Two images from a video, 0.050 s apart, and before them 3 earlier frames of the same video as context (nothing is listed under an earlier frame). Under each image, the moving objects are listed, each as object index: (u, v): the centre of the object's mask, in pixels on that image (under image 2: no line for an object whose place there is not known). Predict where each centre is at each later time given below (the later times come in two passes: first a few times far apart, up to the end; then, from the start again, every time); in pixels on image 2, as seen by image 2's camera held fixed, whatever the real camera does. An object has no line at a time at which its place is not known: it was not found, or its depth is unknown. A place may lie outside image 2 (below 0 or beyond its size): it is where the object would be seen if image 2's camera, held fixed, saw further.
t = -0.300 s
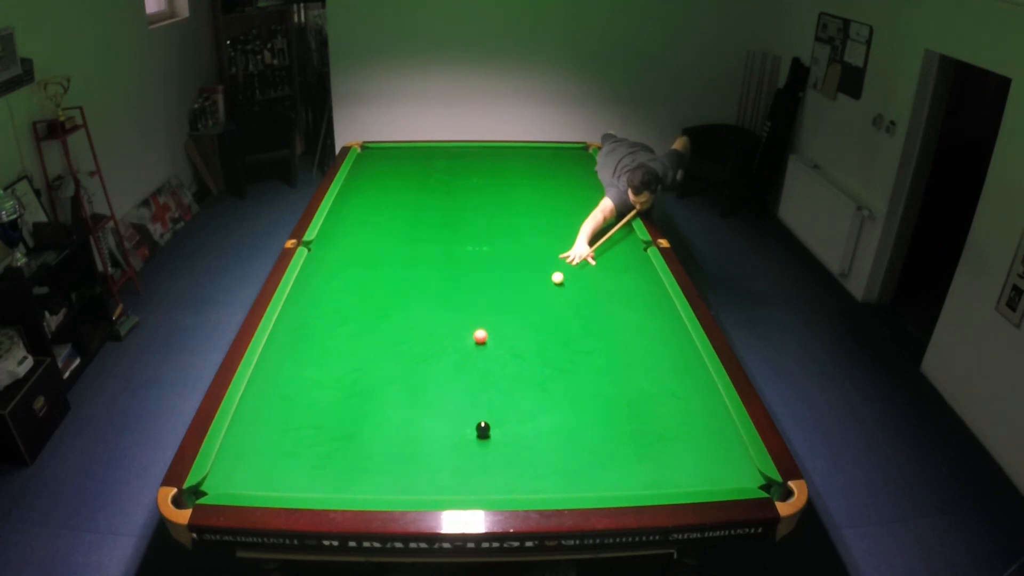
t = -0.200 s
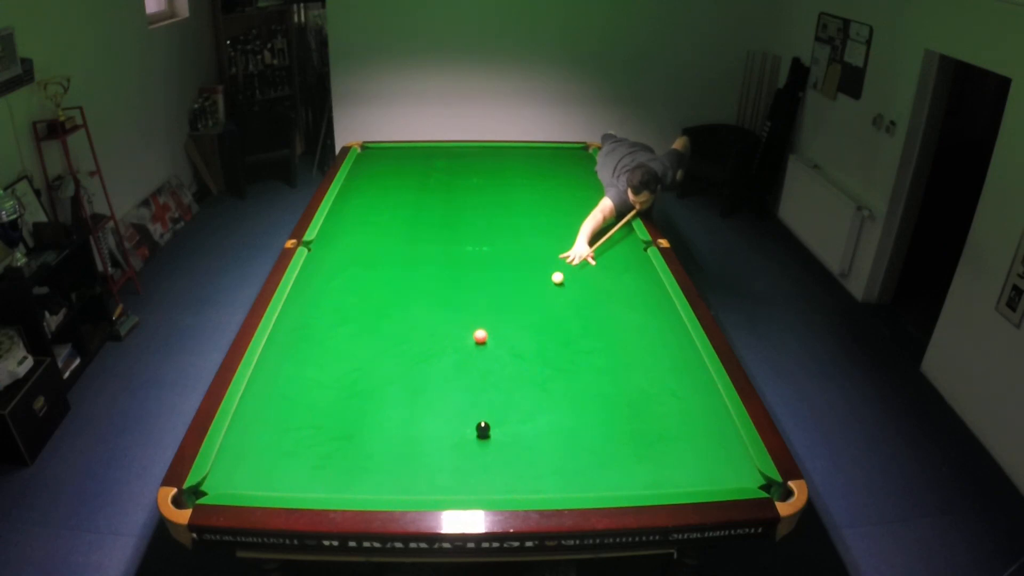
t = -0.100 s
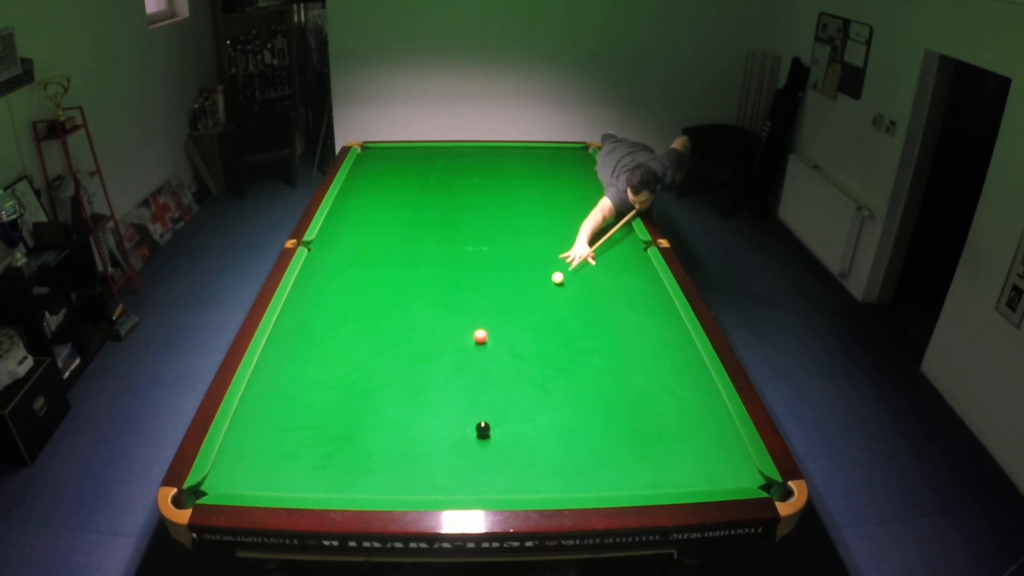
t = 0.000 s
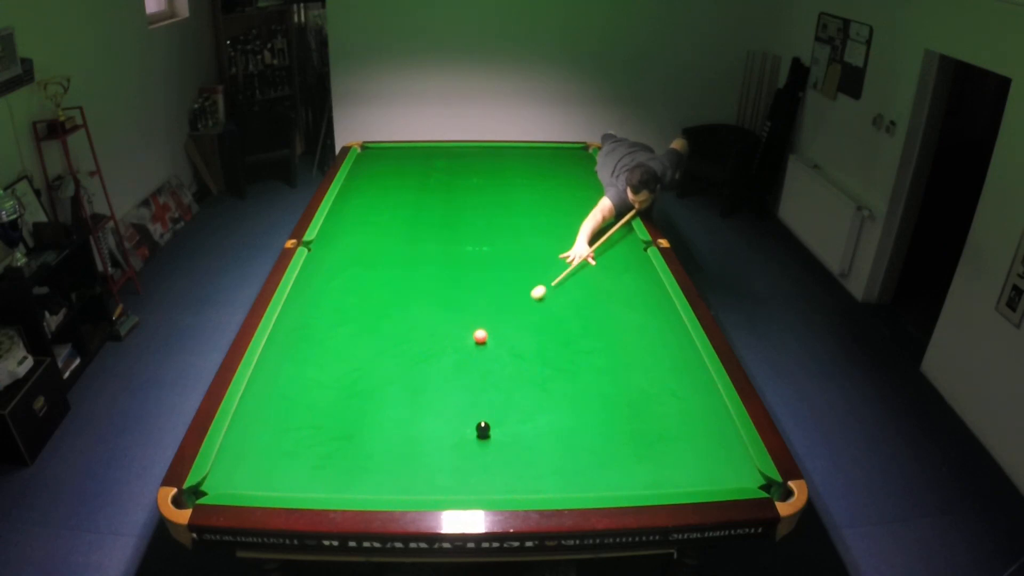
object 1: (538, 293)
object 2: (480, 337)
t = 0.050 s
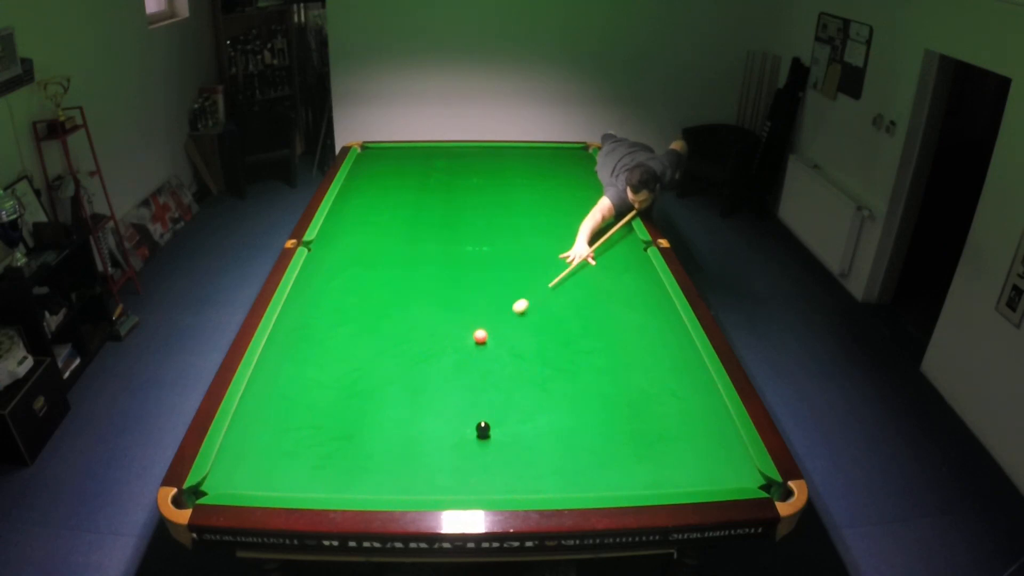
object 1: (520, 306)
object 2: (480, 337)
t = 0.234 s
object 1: (492, 335)
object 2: (435, 363)
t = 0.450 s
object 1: (497, 342)
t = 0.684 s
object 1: (503, 350)
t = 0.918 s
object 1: (509, 357)
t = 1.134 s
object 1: (514, 364)
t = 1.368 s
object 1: (519, 371)
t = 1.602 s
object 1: (524, 376)
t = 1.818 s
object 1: (528, 381)
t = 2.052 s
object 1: (532, 385)
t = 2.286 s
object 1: (535, 389)
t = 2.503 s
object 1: (538, 392)
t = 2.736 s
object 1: (540, 394)
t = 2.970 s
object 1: (541, 395)
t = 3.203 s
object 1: (542, 396)
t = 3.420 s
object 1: (542, 396)
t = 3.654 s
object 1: (542, 396)
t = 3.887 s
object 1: (542, 396)
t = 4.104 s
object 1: (542, 396)
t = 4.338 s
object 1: (542, 396)
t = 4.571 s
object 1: (542, 396)
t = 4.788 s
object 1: (542, 396)
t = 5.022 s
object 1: (542, 396)
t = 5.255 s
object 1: (542, 396)
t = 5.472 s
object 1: (542, 396)
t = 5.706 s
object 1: (542, 396)
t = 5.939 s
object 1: (542, 396)
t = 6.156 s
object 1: (542, 396)
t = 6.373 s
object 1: (542, 396)
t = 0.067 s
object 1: (514, 311)
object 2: (480, 337)
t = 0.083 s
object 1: (508, 315)
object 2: (480, 336)
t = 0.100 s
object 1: (502, 320)
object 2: (480, 336)
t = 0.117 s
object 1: (495, 325)
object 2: (480, 337)
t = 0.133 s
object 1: (490, 330)
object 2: (479, 337)
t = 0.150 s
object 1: (489, 331)
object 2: (473, 340)
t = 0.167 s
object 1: (490, 332)
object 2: (465, 345)
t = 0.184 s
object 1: (490, 333)
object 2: (458, 349)
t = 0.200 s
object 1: (491, 333)
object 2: (450, 354)
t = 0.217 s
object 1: (491, 334)
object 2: (443, 358)
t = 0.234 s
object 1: (492, 335)
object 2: (435, 363)
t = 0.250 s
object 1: (492, 335)
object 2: (428, 367)
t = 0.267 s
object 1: (493, 336)
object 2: (420, 372)
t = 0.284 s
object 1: (493, 336)
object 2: (412, 376)
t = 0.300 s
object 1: (494, 337)
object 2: (405, 380)
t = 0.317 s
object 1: (494, 337)
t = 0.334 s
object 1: (494, 338)
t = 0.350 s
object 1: (495, 339)
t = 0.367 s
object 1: (495, 339)
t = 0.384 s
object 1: (495, 340)
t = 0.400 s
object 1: (496, 341)
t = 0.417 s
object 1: (496, 341)
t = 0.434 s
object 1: (497, 342)
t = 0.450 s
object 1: (497, 342)
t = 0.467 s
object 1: (498, 343)
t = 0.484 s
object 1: (498, 344)
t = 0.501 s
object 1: (499, 344)
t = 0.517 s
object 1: (499, 345)
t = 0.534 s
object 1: (499, 345)
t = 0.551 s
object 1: (500, 346)
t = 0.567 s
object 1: (500, 346)
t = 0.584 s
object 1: (501, 347)
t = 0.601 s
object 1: (501, 348)
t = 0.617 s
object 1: (502, 348)
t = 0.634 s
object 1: (502, 349)
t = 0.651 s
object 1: (502, 349)
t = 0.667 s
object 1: (503, 350)
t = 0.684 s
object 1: (503, 350)
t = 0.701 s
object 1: (504, 351)
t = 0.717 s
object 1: (504, 351)
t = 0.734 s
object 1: (504, 352)
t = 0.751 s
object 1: (505, 353)
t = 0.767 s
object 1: (505, 353)
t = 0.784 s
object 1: (505, 353)
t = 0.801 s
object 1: (506, 354)
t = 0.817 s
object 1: (506, 355)
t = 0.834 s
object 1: (507, 355)
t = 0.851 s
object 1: (507, 356)
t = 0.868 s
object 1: (508, 356)
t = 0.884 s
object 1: (508, 357)
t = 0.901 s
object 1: (508, 357)
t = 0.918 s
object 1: (509, 357)
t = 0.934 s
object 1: (509, 358)
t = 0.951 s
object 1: (510, 359)
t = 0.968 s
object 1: (510, 359)
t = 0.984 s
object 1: (510, 360)
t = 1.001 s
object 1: (511, 360)
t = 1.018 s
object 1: (511, 361)
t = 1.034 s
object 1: (512, 361)
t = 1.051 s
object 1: (512, 362)
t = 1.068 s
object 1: (512, 362)
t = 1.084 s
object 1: (513, 363)
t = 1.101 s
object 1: (513, 363)
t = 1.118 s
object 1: (514, 364)
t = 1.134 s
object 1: (514, 364)
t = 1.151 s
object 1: (514, 365)
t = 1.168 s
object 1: (515, 365)
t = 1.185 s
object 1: (515, 366)
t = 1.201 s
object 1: (515, 366)
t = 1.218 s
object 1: (516, 366)
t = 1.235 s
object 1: (516, 367)
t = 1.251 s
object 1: (516, 367)
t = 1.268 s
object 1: (517, 368)
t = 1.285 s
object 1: (517, 368)
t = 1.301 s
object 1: (517, 369)
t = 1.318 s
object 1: (518, 369)
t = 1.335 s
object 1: (518, 370)
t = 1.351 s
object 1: (519, 370)
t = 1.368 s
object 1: (519, 371)
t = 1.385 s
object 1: (519, 371)
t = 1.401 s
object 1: (520, 371)
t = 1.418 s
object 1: (520, 372)
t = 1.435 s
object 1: (520, 372)
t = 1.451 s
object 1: (521, 372)
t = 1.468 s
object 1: (521, 373)
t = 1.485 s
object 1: (521, 373)
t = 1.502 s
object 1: (522, 374)
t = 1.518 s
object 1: (522, 374)
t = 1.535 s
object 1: (522, 375)
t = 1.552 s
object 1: (523, 375)
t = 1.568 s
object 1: (523, 375)
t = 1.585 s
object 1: (523, 376)
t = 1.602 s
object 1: (524, 376)
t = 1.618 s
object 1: (524, 377)
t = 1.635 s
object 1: (524, 377)
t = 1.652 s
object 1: (525, 377)
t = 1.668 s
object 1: (525, 378)
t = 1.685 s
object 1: (525, 378)
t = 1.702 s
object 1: (526, 378)
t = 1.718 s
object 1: (526, 379)
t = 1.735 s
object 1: (526, 379)
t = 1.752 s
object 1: (527, 379)
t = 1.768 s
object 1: (527, 380)
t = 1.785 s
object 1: (527, 380)
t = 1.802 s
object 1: (528, 380)
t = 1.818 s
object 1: (528, 381)
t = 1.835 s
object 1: (528, 381)
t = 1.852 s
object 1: (528, 381)
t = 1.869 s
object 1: (529, 382)
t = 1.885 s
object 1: (529, 382)
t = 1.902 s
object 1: (529, 382)
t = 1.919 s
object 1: (530, 383)
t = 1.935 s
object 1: (530, 383)
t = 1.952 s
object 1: (530, 383)
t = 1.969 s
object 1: (531, 384)
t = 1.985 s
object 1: (531, 384)
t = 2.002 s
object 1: (531, 384)
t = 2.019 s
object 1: (531, 385)
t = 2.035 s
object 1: (532, 385)
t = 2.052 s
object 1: (532, 385)
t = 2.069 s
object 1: (532, 386)
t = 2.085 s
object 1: (532, 386)
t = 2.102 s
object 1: (533, 386)
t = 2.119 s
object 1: (533, 386)
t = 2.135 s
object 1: (533, 386)
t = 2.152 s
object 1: (534, 387)
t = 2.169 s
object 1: (534, 387)
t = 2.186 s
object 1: (534, 387)
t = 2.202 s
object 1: (534, 388)
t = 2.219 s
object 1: (534, 388)
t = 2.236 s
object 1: (535, 388)
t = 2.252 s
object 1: (535, 388)
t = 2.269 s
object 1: (535, 389)
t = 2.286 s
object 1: (535, 389)
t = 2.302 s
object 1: (536, 389)
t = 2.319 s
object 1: (536, 389)
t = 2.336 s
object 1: (536, 390)
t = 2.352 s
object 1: (536, 390)
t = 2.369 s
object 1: (536, 390)
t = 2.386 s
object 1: (536, 390)
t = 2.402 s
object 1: (537, 391)
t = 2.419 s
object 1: (537, 391)
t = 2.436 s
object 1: (537, 391)
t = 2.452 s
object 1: (537, 391)
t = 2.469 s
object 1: (537, 391)
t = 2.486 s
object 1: (537, 391)
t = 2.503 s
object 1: (538, 392)
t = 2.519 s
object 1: (538, 392)
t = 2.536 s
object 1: (538, 392)
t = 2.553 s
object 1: (538, 392)
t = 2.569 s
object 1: (538, 392)
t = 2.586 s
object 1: (538, 392)
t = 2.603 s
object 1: (539, 393)
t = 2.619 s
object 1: (539, 393)
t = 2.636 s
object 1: (539, 393)
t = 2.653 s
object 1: (539, 393)
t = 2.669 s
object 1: (539, 393)
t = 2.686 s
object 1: (539, 393)
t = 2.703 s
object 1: (539, 394)
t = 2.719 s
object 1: (540, 394)
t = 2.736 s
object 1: (540, 394)
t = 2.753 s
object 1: (540, 394)
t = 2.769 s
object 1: (540, 394)
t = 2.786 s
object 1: (540, 394)
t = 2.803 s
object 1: (540, 394)
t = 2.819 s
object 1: (540, 395)
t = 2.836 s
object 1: (540, 395)
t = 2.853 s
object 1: (540, 395)
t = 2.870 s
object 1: (540, 395)
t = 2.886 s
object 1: (540, 395)
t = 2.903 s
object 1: (540, 395)
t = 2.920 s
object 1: (540, 395)
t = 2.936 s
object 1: (541, 395)
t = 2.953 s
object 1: (541, 395)
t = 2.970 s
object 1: (541, 395)
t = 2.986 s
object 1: (541, 395)
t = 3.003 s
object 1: (541, 396)
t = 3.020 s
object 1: (541, 395)
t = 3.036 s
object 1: (541, 396)
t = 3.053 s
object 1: (541, 396)
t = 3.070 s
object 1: (541, 396)
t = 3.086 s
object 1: (541, 396)
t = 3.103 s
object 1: (542, 396)
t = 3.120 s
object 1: (542, 396)
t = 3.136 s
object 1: (541, 396)
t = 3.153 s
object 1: (542, 396)
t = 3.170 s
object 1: (542, 396)
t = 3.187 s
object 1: (542, 396)
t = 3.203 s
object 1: (542, 396)
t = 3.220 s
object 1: (542, 396)
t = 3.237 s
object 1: (542, 396)
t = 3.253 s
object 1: (542, 396)
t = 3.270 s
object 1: (542, 396)
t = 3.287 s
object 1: (542, 396)
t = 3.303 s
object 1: (542, 396)
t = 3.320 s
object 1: (542, 396)
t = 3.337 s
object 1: (542, 396)
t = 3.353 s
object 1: (542, 396)
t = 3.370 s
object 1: (542, 396)
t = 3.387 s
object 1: (542, 396)
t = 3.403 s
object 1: (542, 396)
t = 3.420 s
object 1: (542, 396)
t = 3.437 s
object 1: (542, 396)
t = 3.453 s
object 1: (542, 396)
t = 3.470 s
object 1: (542, 396)
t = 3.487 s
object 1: (542, 396)
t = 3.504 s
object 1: (542, 396)
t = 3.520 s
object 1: (542, 396)
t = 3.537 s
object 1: (542, 396)
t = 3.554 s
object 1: (542, 396)
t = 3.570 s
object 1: (542, 396)
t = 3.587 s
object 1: (542, 396)
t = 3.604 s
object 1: (542, 396)
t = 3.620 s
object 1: (542, 396)
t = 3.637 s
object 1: (542, 396)
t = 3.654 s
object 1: (542, 396)
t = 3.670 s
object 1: (542, 396)
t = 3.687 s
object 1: (542, 396)
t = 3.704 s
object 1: (542, 396)
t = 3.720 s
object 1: (542, 396)
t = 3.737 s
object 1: (542, 396)
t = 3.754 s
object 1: (542, 396)
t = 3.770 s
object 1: (542, 396)
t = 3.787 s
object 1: (542, 396)
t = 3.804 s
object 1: (542, 396)
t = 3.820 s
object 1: (542, 396)
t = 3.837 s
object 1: (542, 396)
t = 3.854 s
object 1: (542, 396)
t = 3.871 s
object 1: (542, 396)
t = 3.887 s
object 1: (542, 396)
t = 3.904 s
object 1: (542, 396)
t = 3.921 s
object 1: (542, 396)
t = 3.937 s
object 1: (542, 396)
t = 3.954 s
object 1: (542, 396)
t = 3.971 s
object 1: (542, 396)
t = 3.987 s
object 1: (542, 396)
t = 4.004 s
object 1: (542, 396)
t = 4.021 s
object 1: (542, 396)
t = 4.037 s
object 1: (542, 396)
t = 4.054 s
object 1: (542, 396)
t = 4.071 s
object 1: (542, 396)
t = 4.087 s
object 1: (542, 396)
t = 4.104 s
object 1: (542, 396)
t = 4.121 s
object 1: (542, 396)
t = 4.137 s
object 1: (542, 396)
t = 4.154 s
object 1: (542, 396)
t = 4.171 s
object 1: (542, 396)
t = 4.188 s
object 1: (542, 396)
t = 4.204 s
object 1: (542, 396)
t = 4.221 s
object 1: (542, 396)
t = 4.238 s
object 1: (542, 396)
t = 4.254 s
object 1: (542, 396)
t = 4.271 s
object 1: (542, 396)
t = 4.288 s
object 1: (542, 396)
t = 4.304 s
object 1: (542, 396)
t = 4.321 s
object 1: (542, 396)
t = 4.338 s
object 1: (542, 396)
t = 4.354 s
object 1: (542, 396)
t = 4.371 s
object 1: (542, 396)
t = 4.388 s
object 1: (542, 396)
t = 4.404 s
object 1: (542, 396)
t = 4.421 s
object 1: (542, 396)
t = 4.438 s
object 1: (542, 396)
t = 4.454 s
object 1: (542, 396)
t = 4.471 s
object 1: (542, 396)
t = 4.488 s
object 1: (542, 396)
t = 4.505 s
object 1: (542, 396)
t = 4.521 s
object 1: (542, 396)
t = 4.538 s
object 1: (542, 396)
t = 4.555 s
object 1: (542, 396)
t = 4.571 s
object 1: (542, 396)
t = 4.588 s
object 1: (542, 396)
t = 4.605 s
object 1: (542, 396)
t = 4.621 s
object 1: (542, 396)
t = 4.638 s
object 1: (542, 396)
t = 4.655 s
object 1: (542, 396)
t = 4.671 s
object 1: (542, 396)
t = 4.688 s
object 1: (542, 396)
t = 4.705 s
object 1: (542, 396)
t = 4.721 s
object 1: (542, 396)
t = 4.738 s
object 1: (542, 396)
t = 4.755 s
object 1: (542, 396)
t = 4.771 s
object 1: (542, 396)
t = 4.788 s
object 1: (542, 396)
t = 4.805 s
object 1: (542, 396)
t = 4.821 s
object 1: (542, 396)
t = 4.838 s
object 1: (542, 396)
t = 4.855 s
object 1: (542, 396)
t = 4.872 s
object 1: (542, 396)
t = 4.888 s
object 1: (542, 396)
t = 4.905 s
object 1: (542, 396)
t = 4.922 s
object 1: (542, 396)
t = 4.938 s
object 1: (542, 396)
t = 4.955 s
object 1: (542, 396)
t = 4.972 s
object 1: (542, 396)
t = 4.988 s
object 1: (542, 396)
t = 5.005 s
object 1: (542, 396)
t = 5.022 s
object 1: (542, 396)
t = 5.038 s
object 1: (542, 396)
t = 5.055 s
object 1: (542, 396)
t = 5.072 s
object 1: (542, 396)
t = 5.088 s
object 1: (542, 396)
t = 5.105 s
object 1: (542, 396)
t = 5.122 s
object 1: (542, 396)
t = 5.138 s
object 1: (542, 396)
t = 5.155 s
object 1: (542, 396)
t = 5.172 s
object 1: (542, 396)
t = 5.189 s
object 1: (542, 396)
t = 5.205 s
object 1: (542, 396)
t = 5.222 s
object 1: (542, 396)
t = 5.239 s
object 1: (542, 396)
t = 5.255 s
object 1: (542, 396)
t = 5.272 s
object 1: (542, 396)
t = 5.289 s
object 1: (542, 396)
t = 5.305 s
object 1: (542, 396)
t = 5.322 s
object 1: (542, 396)
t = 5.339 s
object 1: (542, 396)
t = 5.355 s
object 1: (542, 396)
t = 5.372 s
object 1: (542, 396)
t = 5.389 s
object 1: (542, 396)
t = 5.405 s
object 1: (542, 396)
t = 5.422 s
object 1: (542, 396)
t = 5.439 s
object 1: (542, 396)
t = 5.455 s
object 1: (542, 396)
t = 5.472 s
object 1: (542, 396)
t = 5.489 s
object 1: (542, 396)
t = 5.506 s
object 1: (542, 396)
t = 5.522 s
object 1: (542, 396)
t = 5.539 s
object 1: (542, 396)
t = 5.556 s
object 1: (542, 396)
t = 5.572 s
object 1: (542, 396)
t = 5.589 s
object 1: (542, 396)
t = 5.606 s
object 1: (542, 396)
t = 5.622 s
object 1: (542, 396)
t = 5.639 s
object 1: (542, 396)
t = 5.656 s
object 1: (542, 396)
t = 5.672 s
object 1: (542, 396)
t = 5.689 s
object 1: (542, 396)
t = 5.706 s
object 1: (542, 396)
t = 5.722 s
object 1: (542, 396)
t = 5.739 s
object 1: (542, 396)
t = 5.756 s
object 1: (542, 396)
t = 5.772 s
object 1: (542, 396)
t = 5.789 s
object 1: (542, 396)
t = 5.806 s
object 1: (542, 396)
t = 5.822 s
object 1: (542, 396)
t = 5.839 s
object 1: (542, 396)
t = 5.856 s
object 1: (542, 396)
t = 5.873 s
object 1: (542, 396)
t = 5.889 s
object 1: (542, 396)
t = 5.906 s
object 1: (542, 396)
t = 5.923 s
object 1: (542, 396)
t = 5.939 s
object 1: (542, 396)
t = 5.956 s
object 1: (542, 396)
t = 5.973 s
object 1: (542, 396)
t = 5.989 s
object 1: (542, 396)
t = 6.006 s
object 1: (542, 396)
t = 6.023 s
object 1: (542, 396)
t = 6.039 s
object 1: (542, 396)
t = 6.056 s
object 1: (542, 396)
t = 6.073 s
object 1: (542, 396)
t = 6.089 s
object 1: (542, 396)
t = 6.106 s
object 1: (542, 396)
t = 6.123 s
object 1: (542, 396)
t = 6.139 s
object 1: (542, 396)
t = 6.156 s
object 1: (542, 396)
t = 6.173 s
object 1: (542, 396)
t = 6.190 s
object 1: (542, 396)
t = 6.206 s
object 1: (542, 396)
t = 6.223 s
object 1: (542, 396)
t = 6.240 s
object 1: (542, 396)
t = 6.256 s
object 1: (542, 396)
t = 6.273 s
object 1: (542, 396)
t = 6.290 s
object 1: (542, 396)
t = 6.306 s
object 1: (542, 396)
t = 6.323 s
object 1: (542, 396)
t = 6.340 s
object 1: (542, 396)
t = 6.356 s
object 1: (542, 396)
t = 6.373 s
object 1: (542, 396)
